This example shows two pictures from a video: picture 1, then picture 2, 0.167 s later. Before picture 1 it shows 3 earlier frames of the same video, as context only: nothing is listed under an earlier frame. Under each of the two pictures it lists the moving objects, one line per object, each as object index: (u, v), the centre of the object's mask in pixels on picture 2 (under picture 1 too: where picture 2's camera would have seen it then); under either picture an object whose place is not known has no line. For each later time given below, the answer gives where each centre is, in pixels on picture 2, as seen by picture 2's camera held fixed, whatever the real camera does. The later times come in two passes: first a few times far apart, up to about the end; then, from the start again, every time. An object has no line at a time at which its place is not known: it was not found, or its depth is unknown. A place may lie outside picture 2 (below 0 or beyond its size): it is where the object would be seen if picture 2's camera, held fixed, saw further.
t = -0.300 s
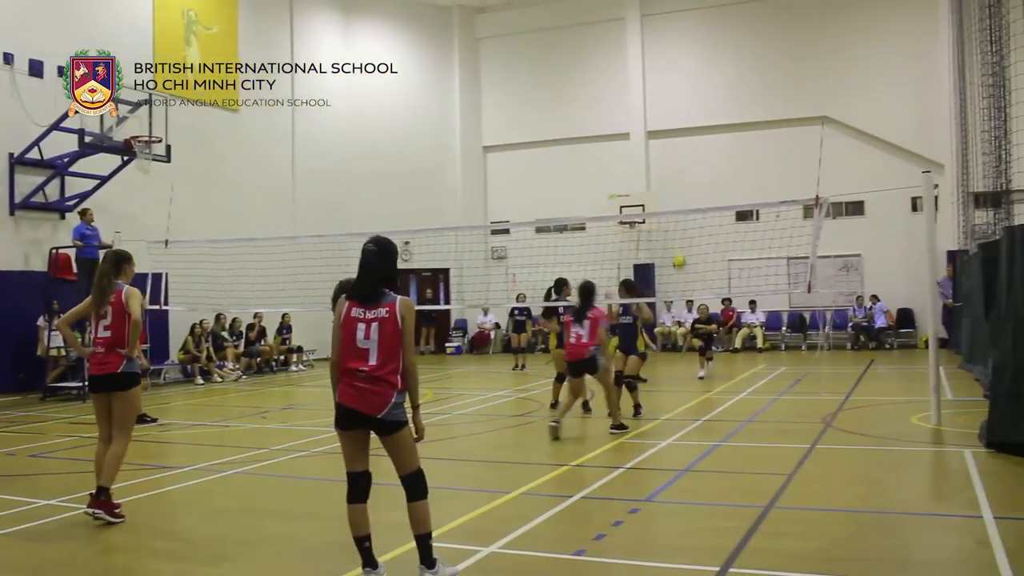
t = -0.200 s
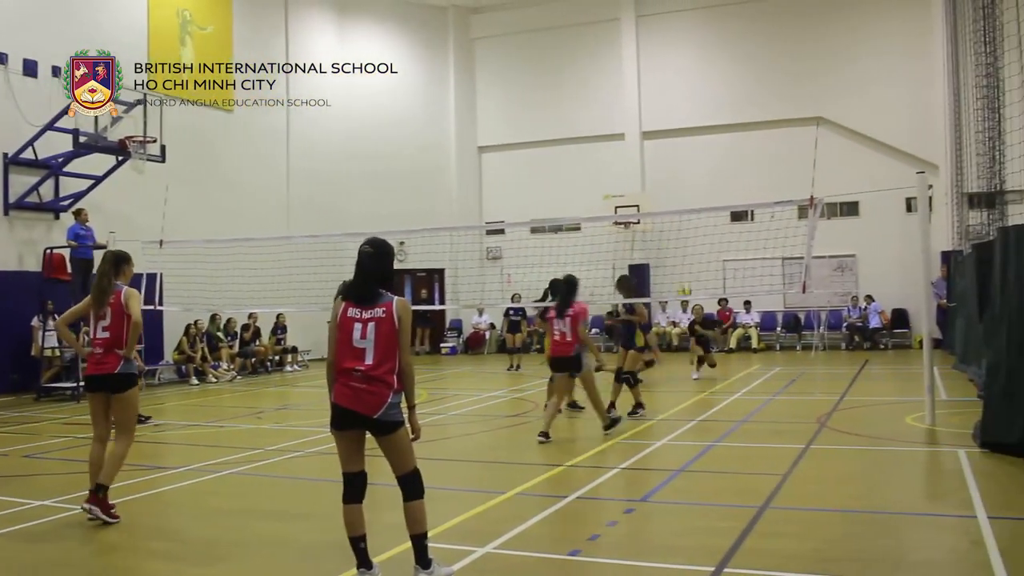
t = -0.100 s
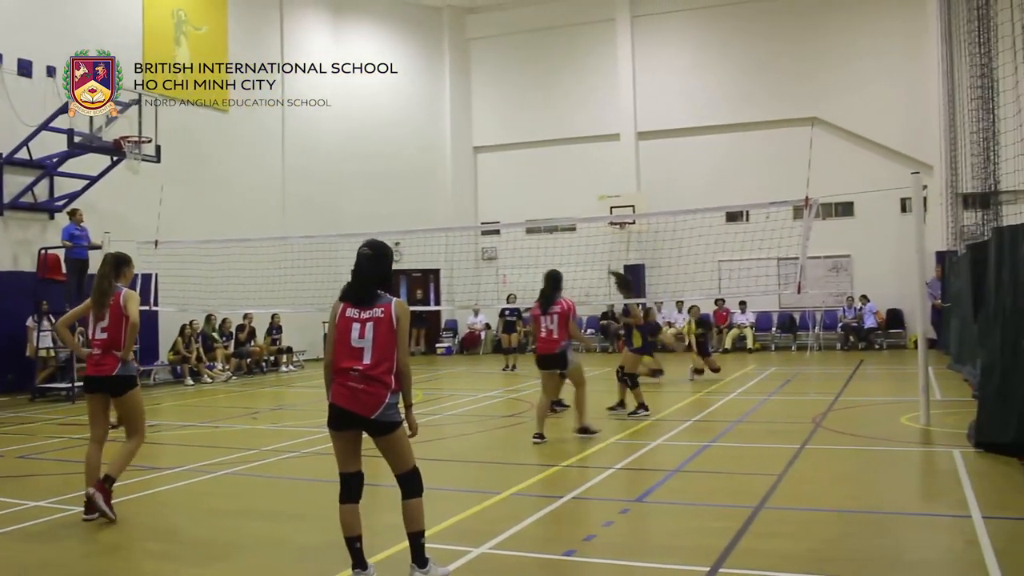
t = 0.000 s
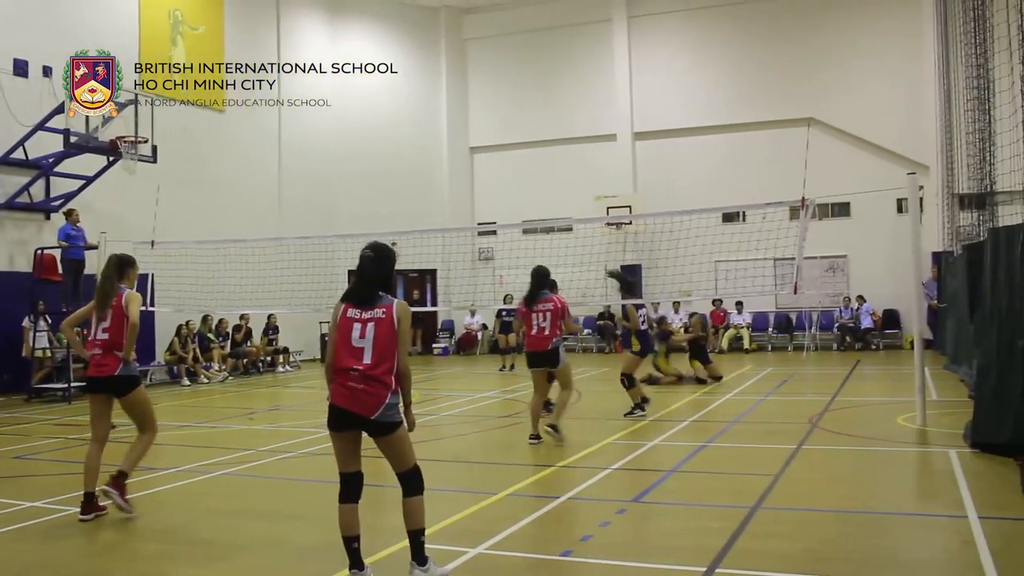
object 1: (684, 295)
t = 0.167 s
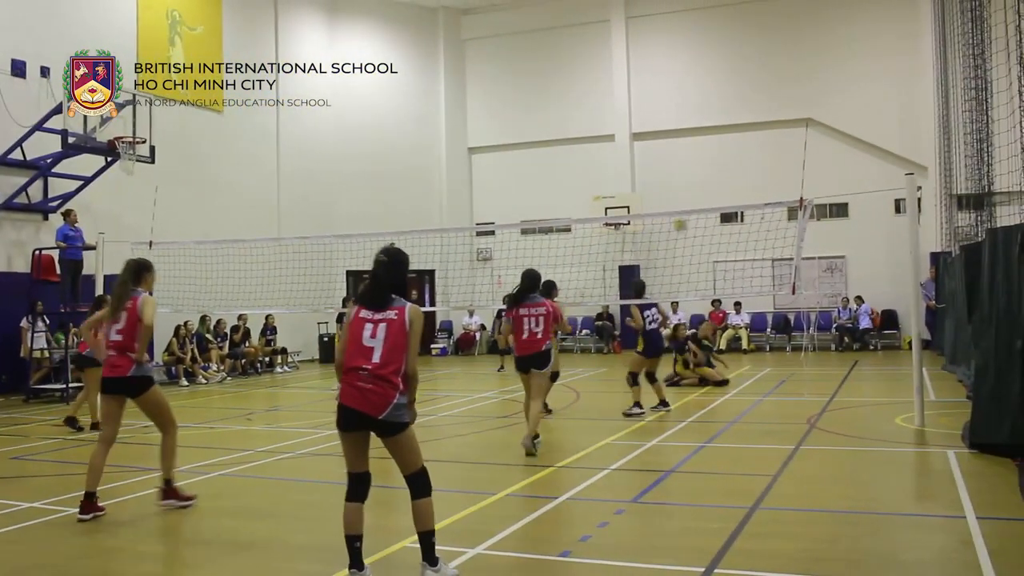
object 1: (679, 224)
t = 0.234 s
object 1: (677, 198)
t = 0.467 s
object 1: (670, 127)
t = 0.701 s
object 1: (665, 88)
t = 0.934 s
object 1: (660, 88)
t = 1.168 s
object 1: (657, 133)
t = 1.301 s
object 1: (653, 182)
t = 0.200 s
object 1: (678, 206)
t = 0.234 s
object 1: (677, 198)
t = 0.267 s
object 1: (676, 186)
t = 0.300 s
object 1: (676, 174)
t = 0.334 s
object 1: (675, 163)
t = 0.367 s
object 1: (674, 153)
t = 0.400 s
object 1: (672, 144)
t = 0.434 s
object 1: (671, 134)
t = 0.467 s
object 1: (670, 127)
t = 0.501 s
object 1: (670, 119)
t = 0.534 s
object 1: (669, 111)
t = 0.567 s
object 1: (668, 106)
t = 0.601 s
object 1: (667, 100)
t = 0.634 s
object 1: (666, 95)
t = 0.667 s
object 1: (665, 92)
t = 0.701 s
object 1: (665, 88)
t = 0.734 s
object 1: (664, 86)
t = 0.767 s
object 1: (663, 84)
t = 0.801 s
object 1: (662, 83)
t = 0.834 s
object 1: (662, 83)
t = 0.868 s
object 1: (661, 84)
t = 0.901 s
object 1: (660, 85)
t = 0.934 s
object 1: (660, 88)
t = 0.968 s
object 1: (659, 91)
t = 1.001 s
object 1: (659, 95)
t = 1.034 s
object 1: (658, 100)
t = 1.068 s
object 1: (658, 106)
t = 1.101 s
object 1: (657, 115)
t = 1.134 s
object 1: (656, 123)
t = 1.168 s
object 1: (657, 133)
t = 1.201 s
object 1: (655, 142)
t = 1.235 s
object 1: (655, 153)
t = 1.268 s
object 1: (655, 168)
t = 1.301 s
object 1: (653, 182)
